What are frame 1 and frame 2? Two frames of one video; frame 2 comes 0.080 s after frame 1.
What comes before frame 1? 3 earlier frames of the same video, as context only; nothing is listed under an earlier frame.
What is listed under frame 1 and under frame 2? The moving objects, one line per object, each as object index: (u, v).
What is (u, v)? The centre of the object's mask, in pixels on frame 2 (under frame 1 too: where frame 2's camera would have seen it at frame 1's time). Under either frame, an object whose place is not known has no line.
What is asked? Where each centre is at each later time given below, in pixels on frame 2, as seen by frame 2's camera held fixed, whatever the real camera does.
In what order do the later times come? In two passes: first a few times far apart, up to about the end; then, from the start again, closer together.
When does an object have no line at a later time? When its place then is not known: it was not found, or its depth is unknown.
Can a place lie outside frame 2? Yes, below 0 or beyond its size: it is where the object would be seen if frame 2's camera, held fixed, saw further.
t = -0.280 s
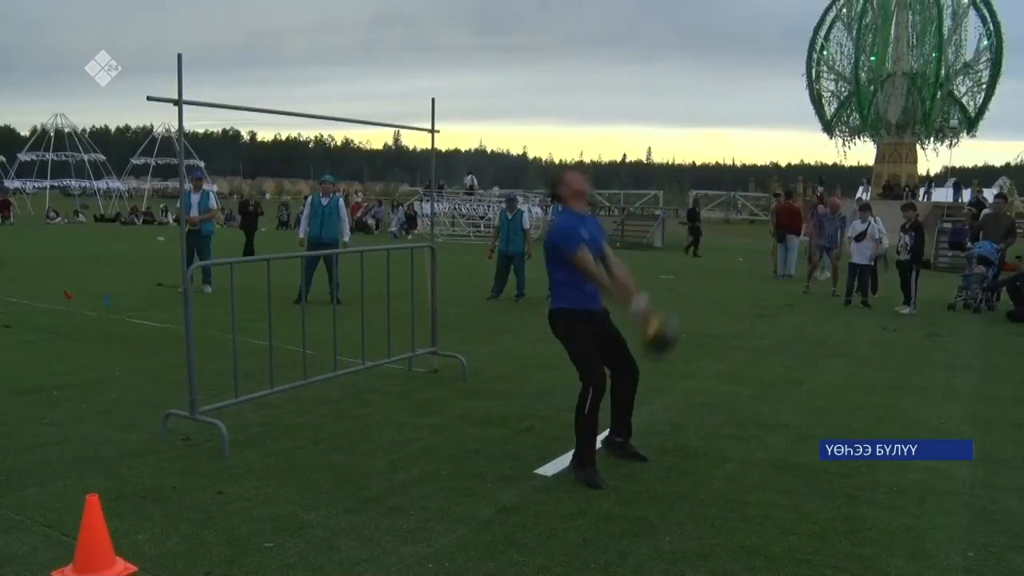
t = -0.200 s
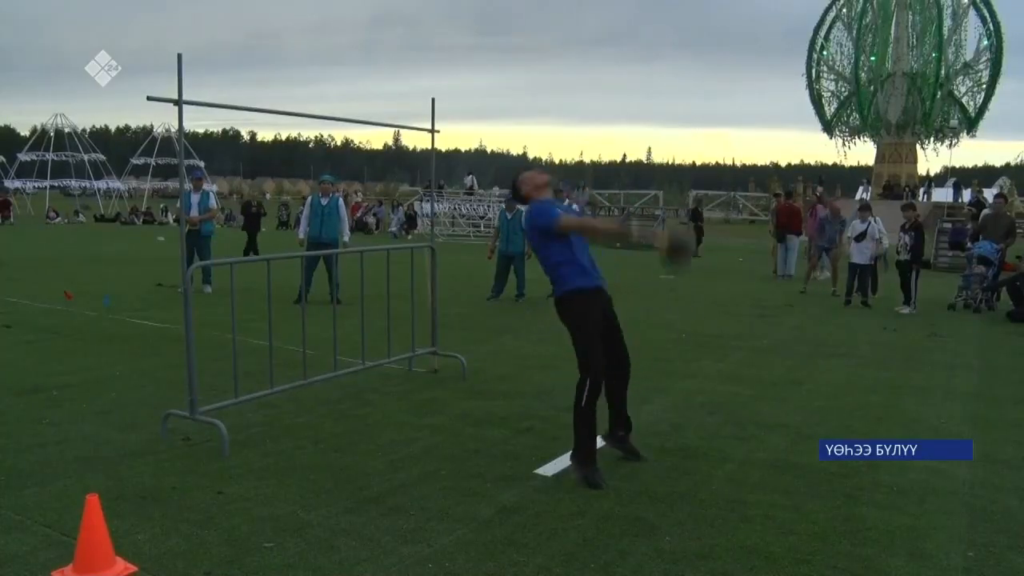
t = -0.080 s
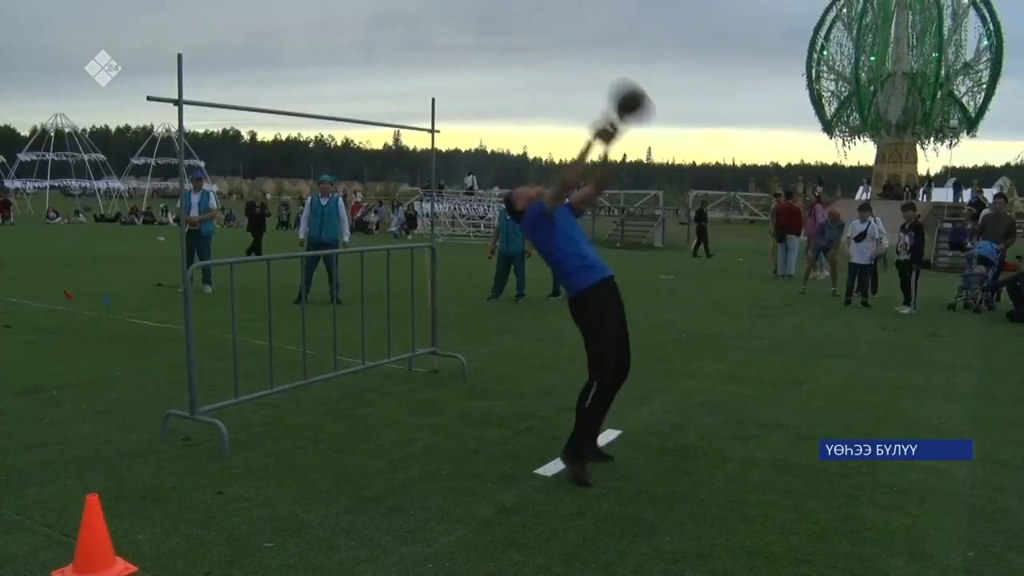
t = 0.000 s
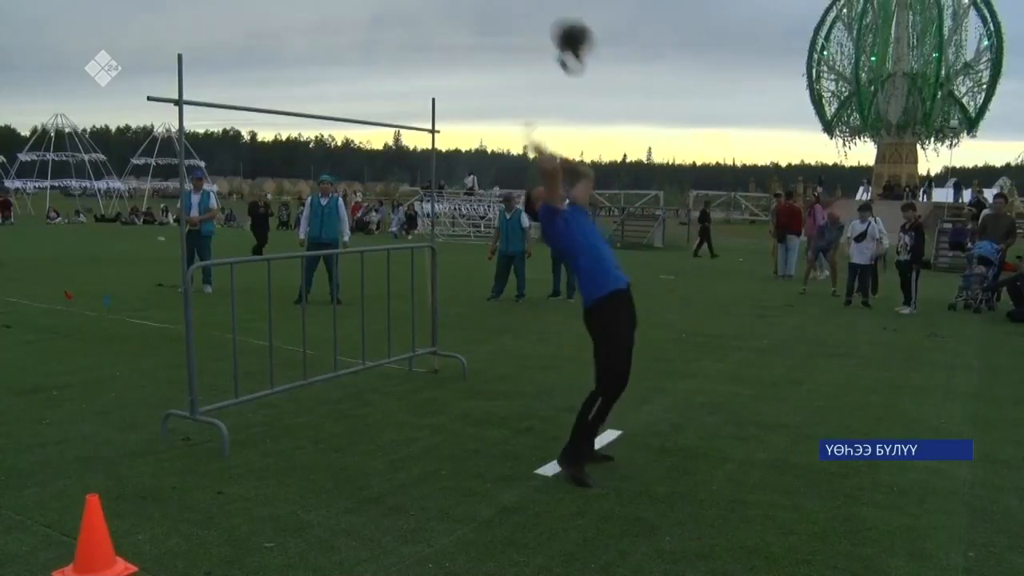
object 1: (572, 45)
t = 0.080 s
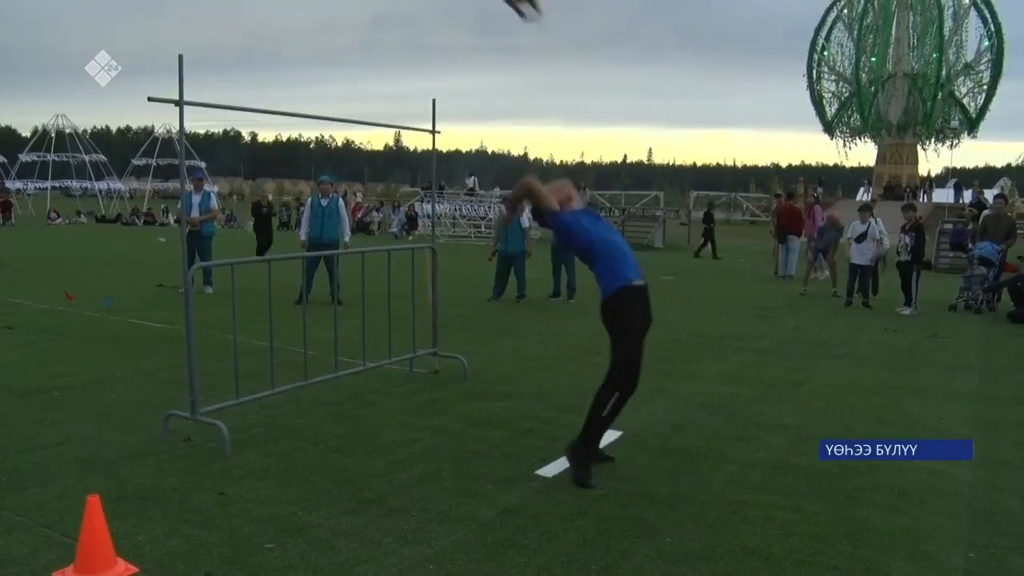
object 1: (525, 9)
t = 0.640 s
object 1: (221, -17)
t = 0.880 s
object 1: (125, 98)
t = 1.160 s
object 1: (47, 296)
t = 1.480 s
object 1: (-4, 329)
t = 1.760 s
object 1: (-40, 335)
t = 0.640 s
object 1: (221, -17)
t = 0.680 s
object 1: (198, -10)
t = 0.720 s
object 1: (182, 7)
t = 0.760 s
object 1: (166, 28)
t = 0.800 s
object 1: (152, 50)
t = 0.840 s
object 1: (138, 73)
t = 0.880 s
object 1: (125, 98)
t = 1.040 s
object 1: (79, 202)
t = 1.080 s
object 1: (67, 232)
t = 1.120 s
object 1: (55, 264)
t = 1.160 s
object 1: (47, 296)
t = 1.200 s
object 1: (39, 327)
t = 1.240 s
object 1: (30, 346)
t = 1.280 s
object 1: (25, 339)
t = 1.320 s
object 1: (18, 333)
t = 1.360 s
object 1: (11, 329)
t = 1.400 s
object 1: (6, 329)
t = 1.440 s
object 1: (1, 329)
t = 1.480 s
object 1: (-4, 329)
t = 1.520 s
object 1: (-10, 332)
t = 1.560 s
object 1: (-15, 337)
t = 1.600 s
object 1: (-20, 338)
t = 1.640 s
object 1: (-27, 335)
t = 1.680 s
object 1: (-33, 334)
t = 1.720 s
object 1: (-37, 336)
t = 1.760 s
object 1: (-40, 335)
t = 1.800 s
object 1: (-43, 333)
